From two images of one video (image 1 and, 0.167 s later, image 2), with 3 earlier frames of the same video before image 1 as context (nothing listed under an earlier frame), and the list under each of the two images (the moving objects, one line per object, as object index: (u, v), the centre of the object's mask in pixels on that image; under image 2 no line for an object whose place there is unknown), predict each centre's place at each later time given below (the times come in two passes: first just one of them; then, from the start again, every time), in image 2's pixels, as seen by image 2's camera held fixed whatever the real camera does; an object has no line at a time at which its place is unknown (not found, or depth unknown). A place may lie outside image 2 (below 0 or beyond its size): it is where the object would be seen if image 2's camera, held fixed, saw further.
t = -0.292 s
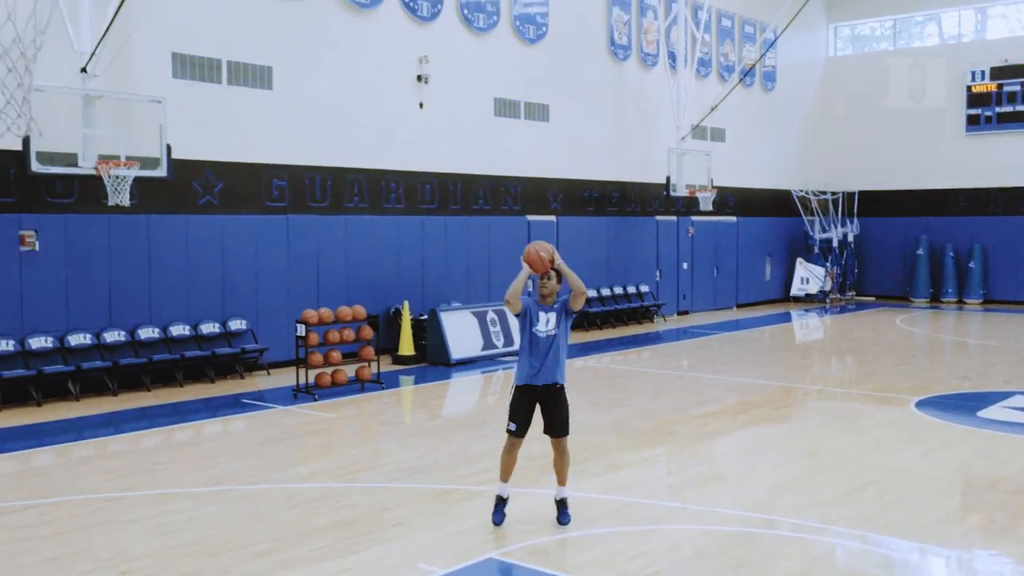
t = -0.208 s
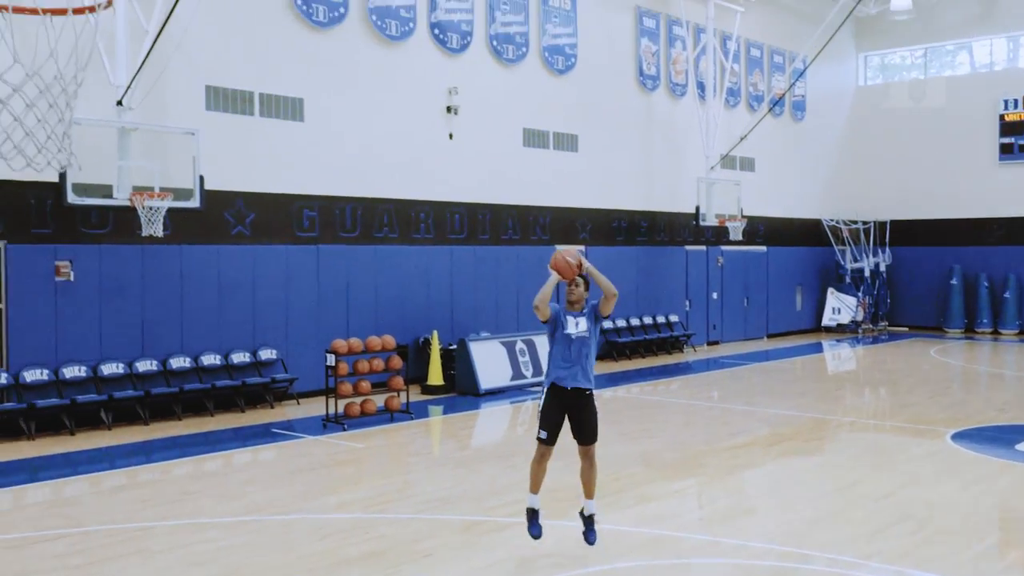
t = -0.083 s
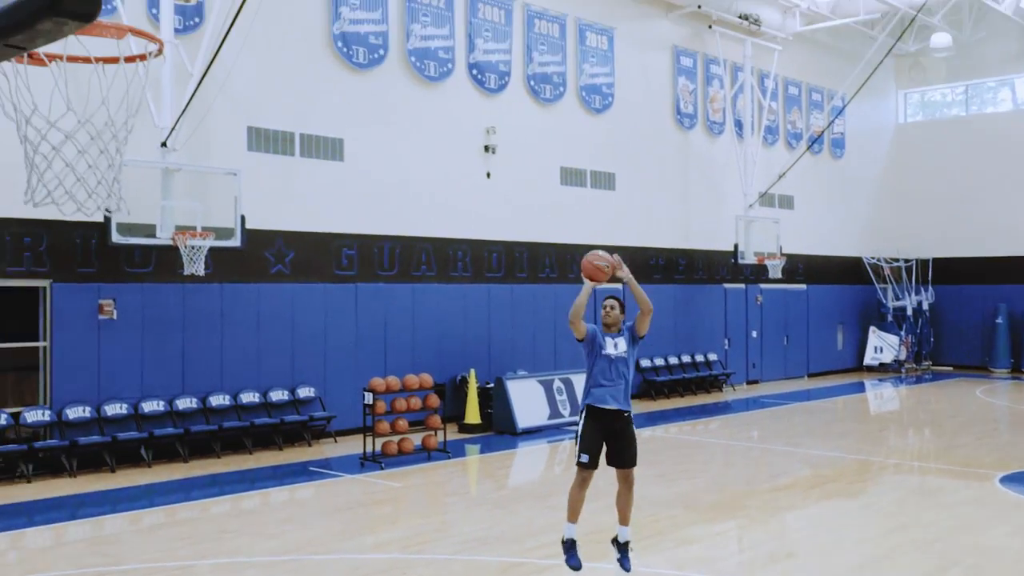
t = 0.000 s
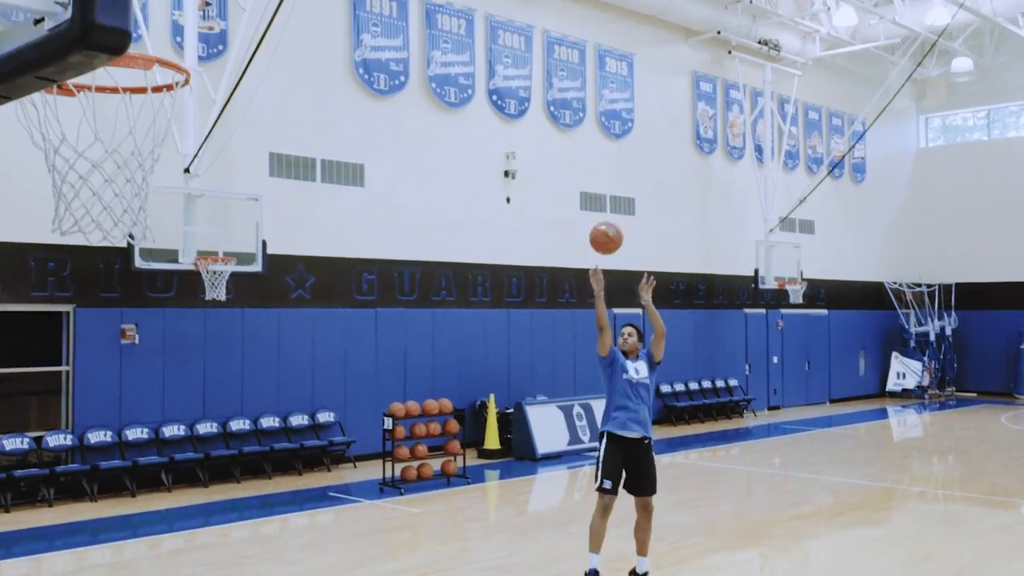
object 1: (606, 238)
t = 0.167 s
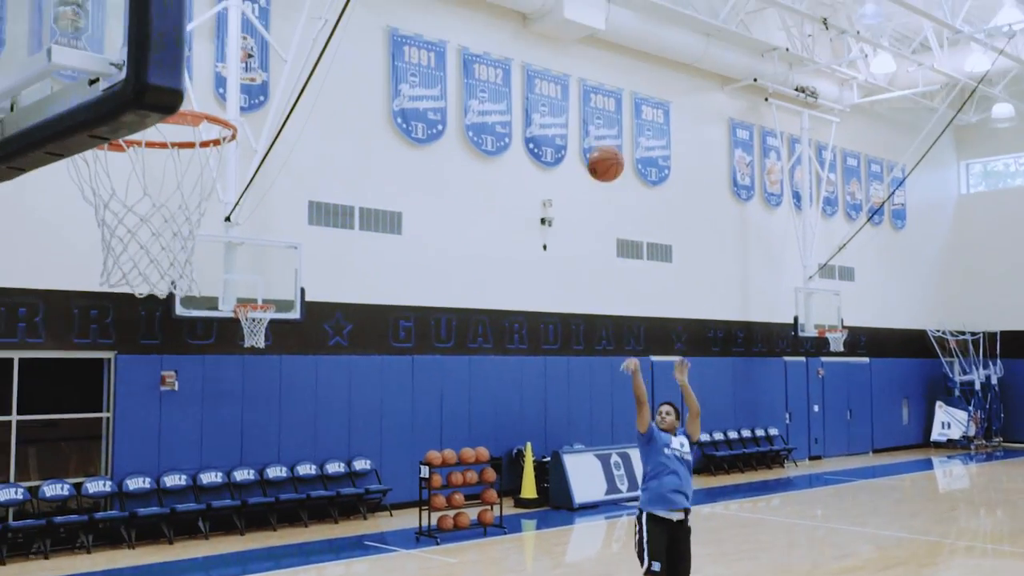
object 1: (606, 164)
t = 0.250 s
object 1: (584, 110)
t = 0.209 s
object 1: (595, 136)
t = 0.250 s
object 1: (584, 110)
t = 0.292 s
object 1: (572, 85)
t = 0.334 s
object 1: (559, 62)
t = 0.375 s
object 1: (546, 41)
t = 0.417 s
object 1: (533, 22)
